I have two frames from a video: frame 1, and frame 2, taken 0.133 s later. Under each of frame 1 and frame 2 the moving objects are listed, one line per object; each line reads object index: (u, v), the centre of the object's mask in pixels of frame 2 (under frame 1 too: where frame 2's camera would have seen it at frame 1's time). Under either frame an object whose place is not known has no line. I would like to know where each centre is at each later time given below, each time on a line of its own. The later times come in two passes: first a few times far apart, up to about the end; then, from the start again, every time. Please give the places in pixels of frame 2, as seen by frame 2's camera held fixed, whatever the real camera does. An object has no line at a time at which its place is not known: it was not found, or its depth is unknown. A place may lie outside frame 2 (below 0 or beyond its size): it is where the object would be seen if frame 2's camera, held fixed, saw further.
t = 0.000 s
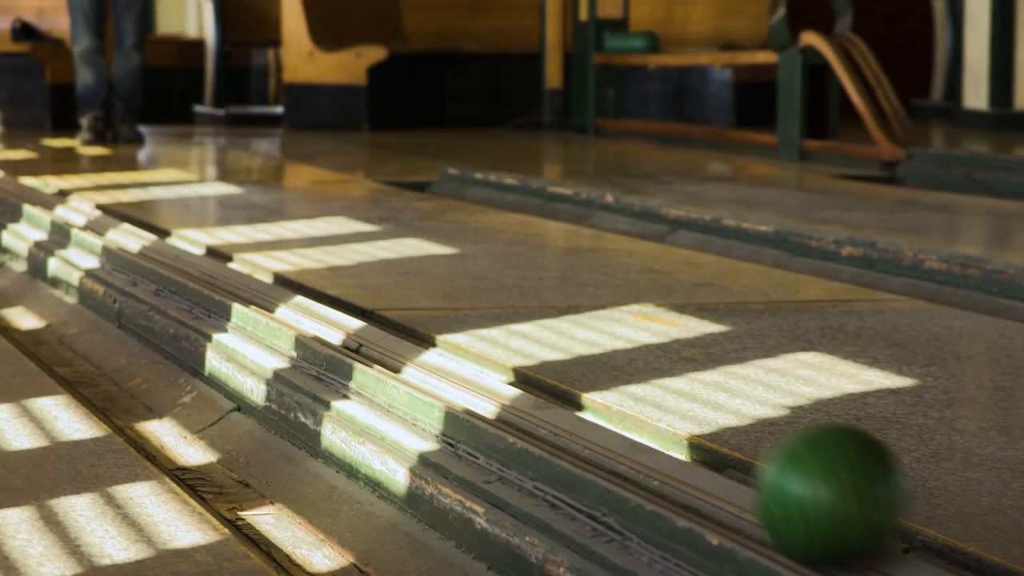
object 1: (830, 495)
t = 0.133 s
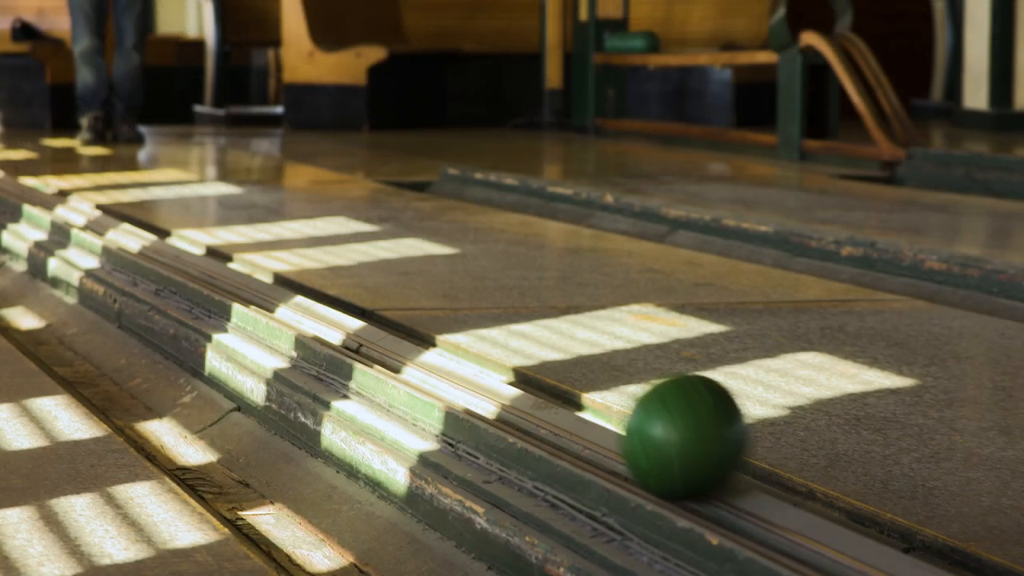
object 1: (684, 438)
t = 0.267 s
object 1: (571, 393)
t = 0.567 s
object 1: (390, 319)
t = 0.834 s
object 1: (282, 275)
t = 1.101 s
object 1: (201, 244)
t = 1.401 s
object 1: (131, 217)
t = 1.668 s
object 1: (86, 199)
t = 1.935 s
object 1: (44, 182)
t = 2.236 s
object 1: (13, 167)
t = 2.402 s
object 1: (4, 159)
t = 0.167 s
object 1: (654, 426)
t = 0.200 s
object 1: (623, 413)
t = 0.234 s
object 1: (596, 401)
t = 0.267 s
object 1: (571, 393)
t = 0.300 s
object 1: (549, 383)
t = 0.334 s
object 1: (525, 374)
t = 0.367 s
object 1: (502, 364)
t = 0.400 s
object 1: (479, 354)
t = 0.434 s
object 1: (458, 347)
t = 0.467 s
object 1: (440, 339)
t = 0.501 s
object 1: (421, 333)
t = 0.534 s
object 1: (405, 325)
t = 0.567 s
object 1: (390, 319)
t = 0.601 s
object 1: (375, 312)
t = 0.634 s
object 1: (362, 305)
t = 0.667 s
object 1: (347, 300)
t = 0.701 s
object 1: (331, 294)
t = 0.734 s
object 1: (318, 289)
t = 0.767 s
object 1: (305, 285)
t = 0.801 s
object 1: (292, 278)
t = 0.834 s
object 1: (282, 275)
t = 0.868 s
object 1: (272, 271)
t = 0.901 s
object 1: (260, 267)
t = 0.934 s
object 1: (250, 262)
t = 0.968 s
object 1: (239, 257)
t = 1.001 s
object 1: (230, 254)
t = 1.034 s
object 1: (221, 251)
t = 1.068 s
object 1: (210, 247)
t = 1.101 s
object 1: (201, 244)
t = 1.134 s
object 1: (193, 240)
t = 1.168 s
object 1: (184, 237)
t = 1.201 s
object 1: (175, 233)
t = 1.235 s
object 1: (167, 231)
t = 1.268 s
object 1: (161, 229)
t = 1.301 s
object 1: (153, 225)
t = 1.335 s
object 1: (145, 223)
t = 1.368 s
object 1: (138, 219)
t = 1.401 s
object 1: (131, 217)
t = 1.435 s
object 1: (126, 215)
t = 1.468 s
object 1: (120, 213)
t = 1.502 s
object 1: (114, 210)
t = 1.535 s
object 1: (107, 208)
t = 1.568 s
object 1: (101, 205)
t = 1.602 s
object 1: (96, 203)
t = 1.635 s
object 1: (91, 201)
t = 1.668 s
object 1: (86, 199)
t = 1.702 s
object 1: (80, 195)
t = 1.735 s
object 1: (75, 193)
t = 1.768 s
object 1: (71, 191)
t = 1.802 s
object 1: (65, 189)
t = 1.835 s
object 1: (59, 187)
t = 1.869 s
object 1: (54, 185)
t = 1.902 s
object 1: (49, 183)
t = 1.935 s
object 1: (44, 182)
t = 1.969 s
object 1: (41, 180)
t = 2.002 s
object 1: (37, 178)
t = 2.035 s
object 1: (32, 176)
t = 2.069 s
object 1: (28, 176)
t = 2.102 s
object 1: (23, 174)
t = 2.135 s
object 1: (20, 172)
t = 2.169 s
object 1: (18, 170)
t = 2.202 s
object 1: (16, 169)
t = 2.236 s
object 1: (13, 167)
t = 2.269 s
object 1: (11, 166)
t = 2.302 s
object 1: (10, 166)
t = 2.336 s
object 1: (8, 164)
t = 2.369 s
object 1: (6, 162)
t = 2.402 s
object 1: (4, 159)
